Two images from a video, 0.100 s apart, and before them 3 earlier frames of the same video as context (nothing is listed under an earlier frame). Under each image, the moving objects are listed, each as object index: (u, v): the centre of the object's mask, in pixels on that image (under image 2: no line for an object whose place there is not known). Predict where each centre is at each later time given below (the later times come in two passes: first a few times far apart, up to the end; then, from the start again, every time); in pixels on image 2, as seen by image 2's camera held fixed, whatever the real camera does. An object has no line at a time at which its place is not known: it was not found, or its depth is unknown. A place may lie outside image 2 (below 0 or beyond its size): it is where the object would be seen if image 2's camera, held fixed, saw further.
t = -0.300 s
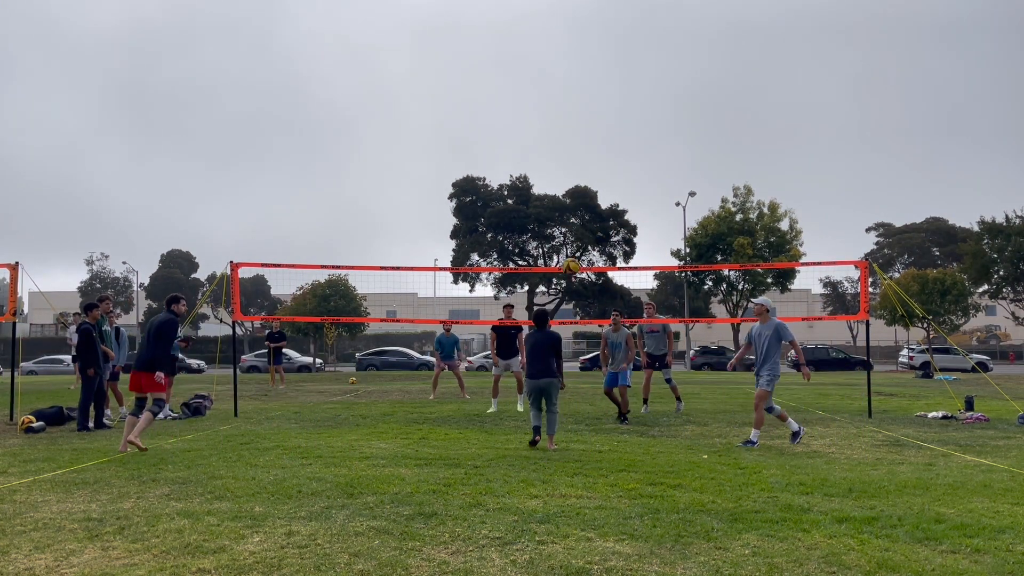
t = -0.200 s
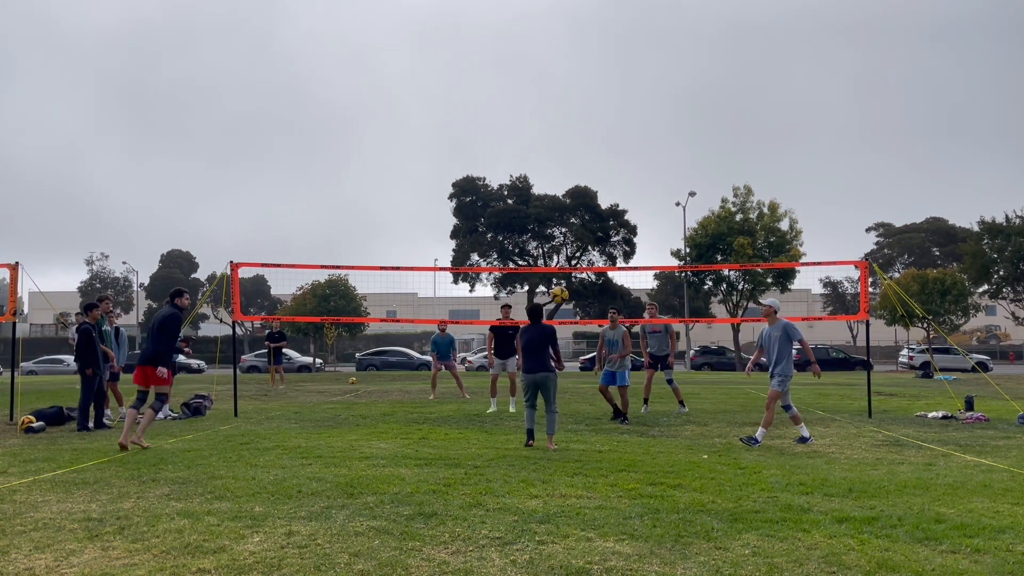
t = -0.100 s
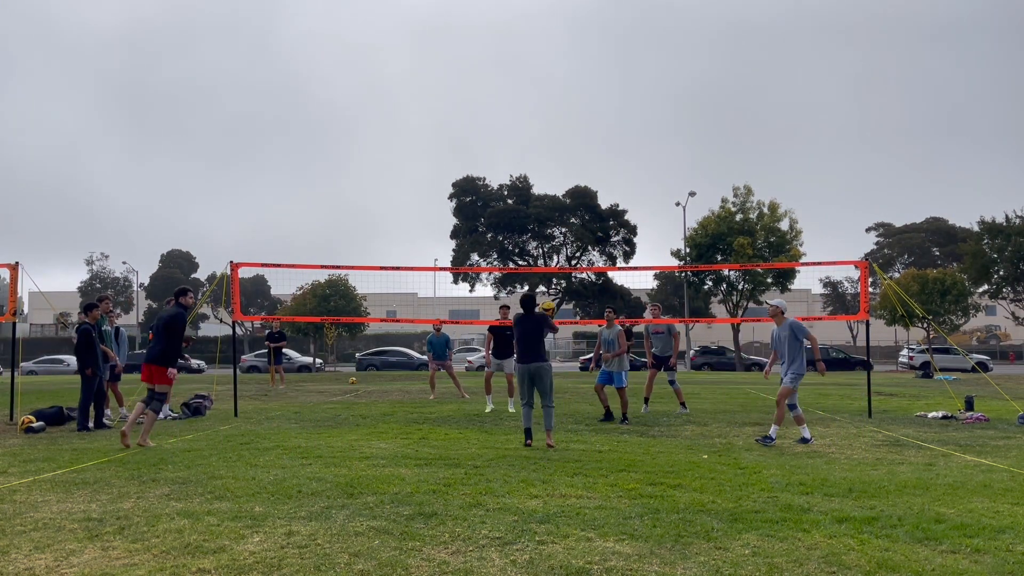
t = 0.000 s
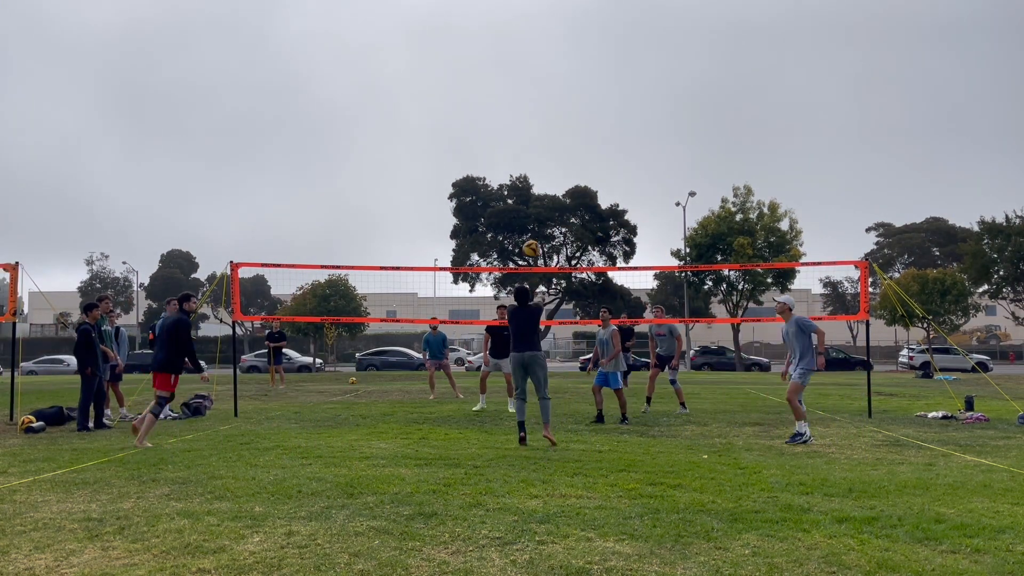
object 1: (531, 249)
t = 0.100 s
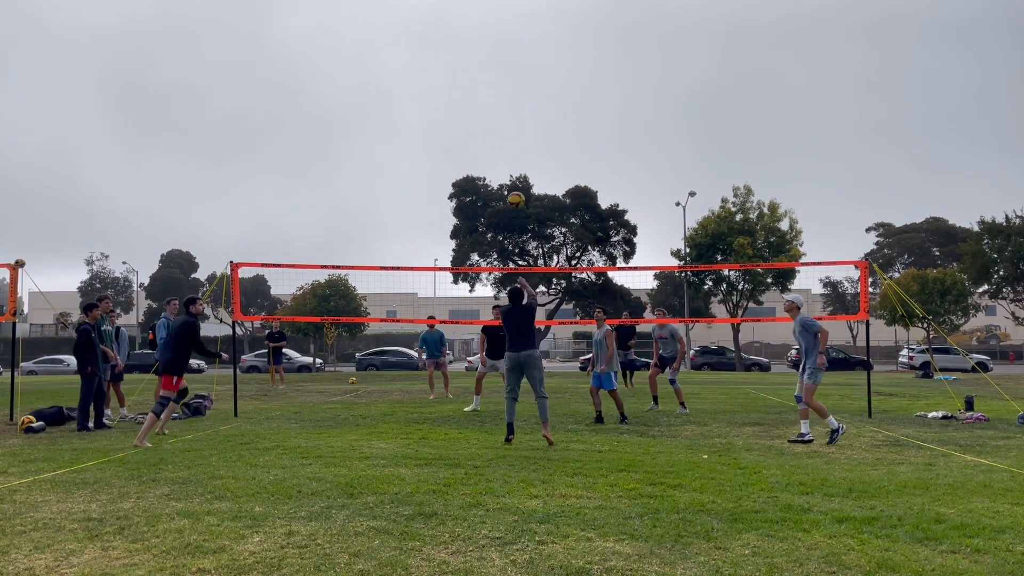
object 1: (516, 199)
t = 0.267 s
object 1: (492, 141)
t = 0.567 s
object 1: (454, 97)
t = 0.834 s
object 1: (425, 112)
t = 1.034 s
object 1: (405, 154)
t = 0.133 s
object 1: (511, 186)
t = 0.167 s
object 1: (506, 173)
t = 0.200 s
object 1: (501, 162)
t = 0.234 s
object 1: (497, 151)
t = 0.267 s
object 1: (492, 141)
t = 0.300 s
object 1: (487, 133)
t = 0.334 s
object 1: (483, 125)
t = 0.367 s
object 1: (479, 118)
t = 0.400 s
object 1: (474, 113)
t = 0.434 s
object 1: (470, 108)
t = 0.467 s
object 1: (466, 104)
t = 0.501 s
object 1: (462, 100)
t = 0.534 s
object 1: (458, 98)
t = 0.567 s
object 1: (454, 97)
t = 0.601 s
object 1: (450, 96)
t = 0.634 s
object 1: (446, 96)
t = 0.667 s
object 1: (443, 97)
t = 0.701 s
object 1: (439, 99)
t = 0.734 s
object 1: (435, 101)
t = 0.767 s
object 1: (432, 104)
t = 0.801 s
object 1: (428, 108)
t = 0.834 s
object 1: (425, 112)
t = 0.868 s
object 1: (421, 118)
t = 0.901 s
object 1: (418, 124)
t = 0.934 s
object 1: (415, 130)
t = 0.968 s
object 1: (411, 137)
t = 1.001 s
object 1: (408, 145)
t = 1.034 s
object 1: (405, 154)
